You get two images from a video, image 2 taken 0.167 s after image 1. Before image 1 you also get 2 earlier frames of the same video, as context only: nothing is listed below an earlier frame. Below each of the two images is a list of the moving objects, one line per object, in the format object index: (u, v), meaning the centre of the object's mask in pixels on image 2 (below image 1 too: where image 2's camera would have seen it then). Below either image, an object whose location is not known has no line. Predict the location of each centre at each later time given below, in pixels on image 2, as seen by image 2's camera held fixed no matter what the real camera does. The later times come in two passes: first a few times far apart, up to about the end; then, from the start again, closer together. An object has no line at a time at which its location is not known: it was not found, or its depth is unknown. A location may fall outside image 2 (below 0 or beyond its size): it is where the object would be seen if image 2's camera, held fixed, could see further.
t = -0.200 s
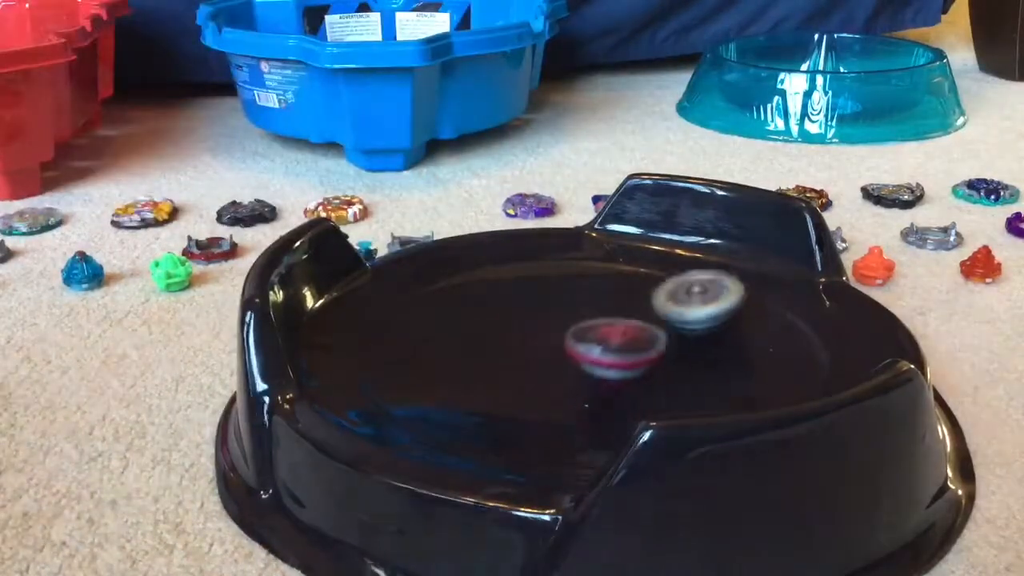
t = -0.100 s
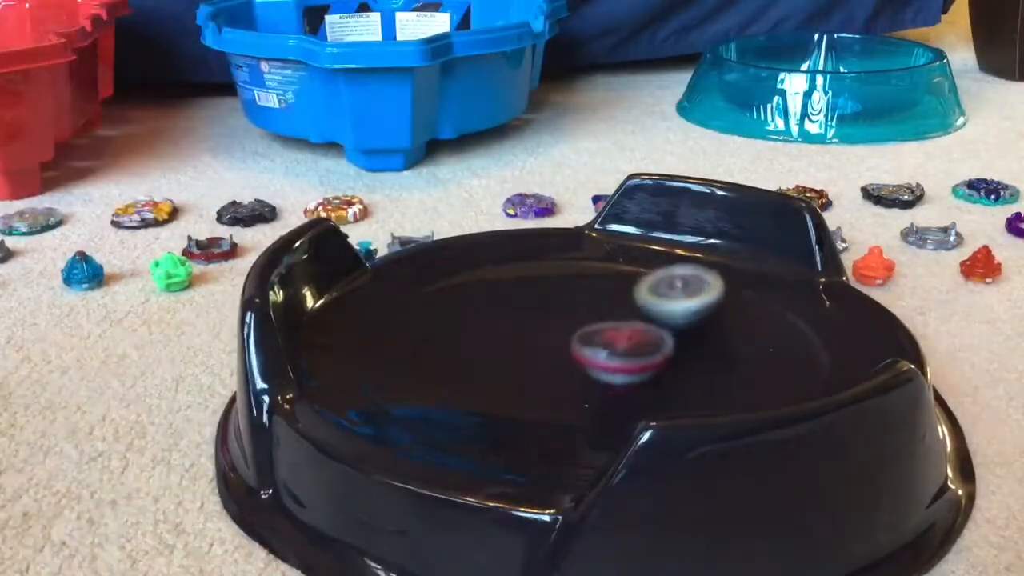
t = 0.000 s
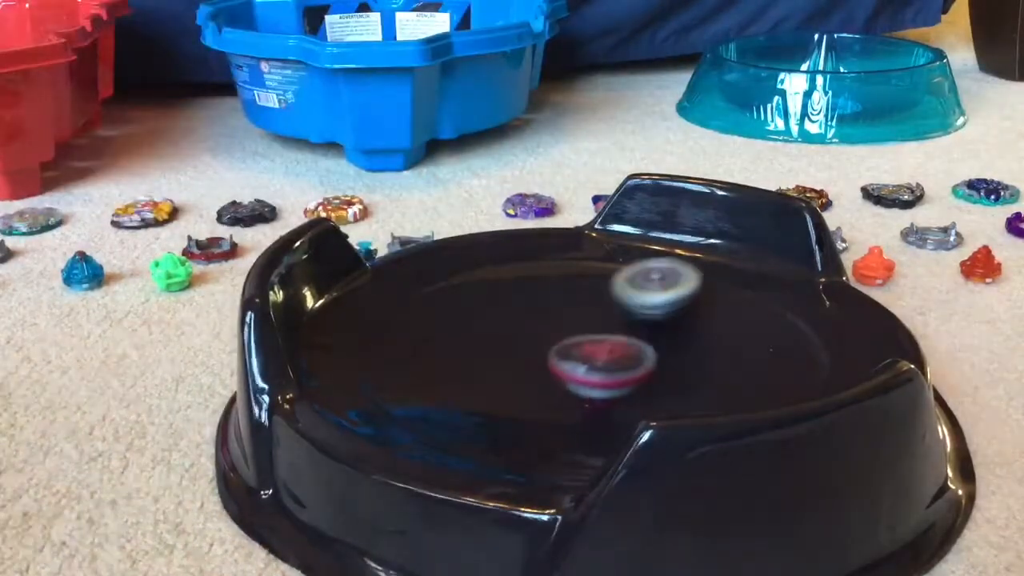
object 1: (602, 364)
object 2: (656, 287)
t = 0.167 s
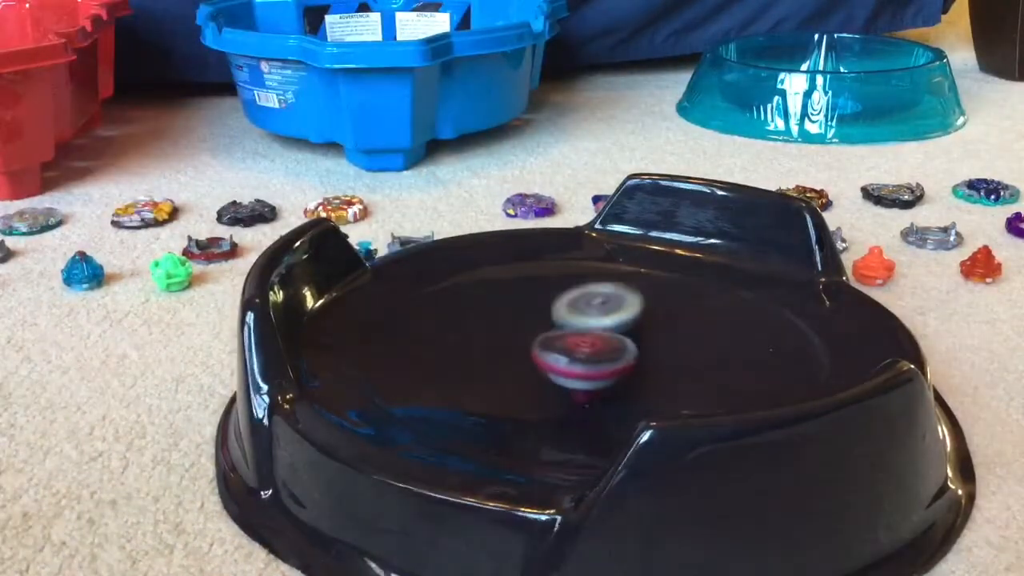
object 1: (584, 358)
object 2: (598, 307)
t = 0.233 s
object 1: (577, 362)
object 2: (587, 308)
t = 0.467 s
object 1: (573, 367)
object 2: (579, 317)
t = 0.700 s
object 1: (526, 372)
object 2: (597, 310)
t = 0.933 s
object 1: (549, 371)
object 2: (604, 294)
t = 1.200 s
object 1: (576, 366)
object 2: (578, 301)
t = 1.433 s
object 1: (651, 374)
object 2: (600, 322)
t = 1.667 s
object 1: (598, 371)
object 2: (658, 322)
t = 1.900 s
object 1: (608, 345)
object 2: (673, 300)
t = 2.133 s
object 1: (593, 354)
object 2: (649, 301)
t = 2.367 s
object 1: (567, 346)
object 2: (637, 311)
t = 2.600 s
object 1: (561, 340)
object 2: (646, 314)
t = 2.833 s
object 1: (535, 333)
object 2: (636, 322)
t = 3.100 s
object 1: (541, 343)
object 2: (650, 334)
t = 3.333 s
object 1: (541, 328)
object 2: (643, 340)
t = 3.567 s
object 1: (562, 325)
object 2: (659, 352)
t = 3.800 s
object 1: (597, 315)
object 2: (658, 358)
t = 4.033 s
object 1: (573, 326)
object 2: (638, 363)
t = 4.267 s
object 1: (601, 324)
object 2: (634, 371)
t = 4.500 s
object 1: (603, 318)
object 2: (620, 365)
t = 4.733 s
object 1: (577, 319)
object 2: (608, 374)
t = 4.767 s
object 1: (588, 319)
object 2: (608, 374)
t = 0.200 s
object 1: (580, 360)
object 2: (591, 307)
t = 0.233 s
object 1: (577, 362)
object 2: (587, 308)
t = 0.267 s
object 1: (577, 364)
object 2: (583, 309)
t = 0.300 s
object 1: (579, 363)
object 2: (580, 311)
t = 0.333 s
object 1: (581, 362)
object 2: (578, 313)
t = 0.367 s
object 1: (579, 364)
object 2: (577, 313)
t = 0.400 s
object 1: (577, 366)
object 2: (577, 314)
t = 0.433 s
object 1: (575, 366)
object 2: (578, 315)
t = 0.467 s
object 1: (573, 367)
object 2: (579, 317)
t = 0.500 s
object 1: (570, 368)
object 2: (581, 319)
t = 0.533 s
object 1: (566, 373)
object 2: (587, 317)
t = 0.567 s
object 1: (559, 377)
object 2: (594, 314)
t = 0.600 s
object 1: (549, 379)
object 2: (598, 311)
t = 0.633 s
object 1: (540, 379)
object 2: (600, 310)
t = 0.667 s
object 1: (531, 376)
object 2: (599, 310)
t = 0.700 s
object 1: (526, 372)
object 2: (597, 310)
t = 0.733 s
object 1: (524, 367)
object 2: (593, 312)
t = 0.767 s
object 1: (525, 361)
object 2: (590, 313)
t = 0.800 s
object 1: (532, 357)
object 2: (587, 313)
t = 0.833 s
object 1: (540, 355)
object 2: (587, 313)
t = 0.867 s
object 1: (543, 361)
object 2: (593, 306)
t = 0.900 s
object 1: (546, 366)
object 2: (599, 299)
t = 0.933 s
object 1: (549, 371)
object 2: (604, 294)
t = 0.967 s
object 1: (551, 373)
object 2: (606, 291)
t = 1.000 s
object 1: (553, 374)
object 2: (605, 290)
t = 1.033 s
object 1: (553, 372)
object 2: (601, 291)
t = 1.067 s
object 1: (553, 370)
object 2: (596, 291)
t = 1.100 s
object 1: (552, 369)
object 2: (591, 294)
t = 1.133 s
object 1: (556, 367)
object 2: (586, 295)
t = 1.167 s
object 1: (565, 367)
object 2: (581, 298)
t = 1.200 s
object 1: (576, 366)
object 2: (578, 301)
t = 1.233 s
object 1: (590, 366)
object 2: (576, 304)
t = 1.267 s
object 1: (605, 367)
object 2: (576, 308)
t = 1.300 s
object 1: (619, 368)
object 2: (576, 311)
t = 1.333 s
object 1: (632, 369)
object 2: (580, 314)
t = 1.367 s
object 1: (641, 370)
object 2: (585, 317)
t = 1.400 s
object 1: (648, 372)
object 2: (592, 320)
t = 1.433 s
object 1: (651, 374)
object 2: (600, 322)
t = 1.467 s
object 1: (649, 376)
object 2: (608, 324)
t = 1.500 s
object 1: (644, 377)
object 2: (616, 325)
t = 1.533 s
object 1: (635, 376)
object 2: (625, 325)
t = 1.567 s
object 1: (624, 376)
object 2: (634, 325)
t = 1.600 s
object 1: (615, 373)
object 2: (642, 324)
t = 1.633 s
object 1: (606, 373)
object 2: (651, 323)
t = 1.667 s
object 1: (598, 371)
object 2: (658, 322)
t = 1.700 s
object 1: (594, 368)
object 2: (662, 319)
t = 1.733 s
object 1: (592, 364)
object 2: (665, 316)
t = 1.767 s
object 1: (594, 358)
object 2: (666, 313)
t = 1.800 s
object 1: (600, 352)
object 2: (666, 311)
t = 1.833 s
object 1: (603, 347)
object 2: (669, 306)
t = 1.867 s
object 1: (605, 346)
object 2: (672, 302)
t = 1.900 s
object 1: (608, 345)
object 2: (673, 300)
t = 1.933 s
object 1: (608, 345)
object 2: (672, 298)
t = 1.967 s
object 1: (608, 344)
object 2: (668, 298)
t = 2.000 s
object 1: (606, 344)
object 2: (664, 298)
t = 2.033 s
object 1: (603, 344)
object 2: (659, 299)
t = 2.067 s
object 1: (601, 345)
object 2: (653, 300)
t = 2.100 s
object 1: (596, 350)
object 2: (650, 301)
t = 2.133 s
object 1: (593, 354)
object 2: (649, 301)
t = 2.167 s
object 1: (593, 357)
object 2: (646, 302)
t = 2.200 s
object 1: (592, 358)
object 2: (643, 303)
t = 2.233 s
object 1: (589, 357)
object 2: (640, 305)
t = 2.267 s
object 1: (585, 354)
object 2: (637, 307)
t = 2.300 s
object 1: (580, 350)
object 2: (636, 309)
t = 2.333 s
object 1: (573, 348)
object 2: (636, 310)
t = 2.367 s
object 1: (567, 346)
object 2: (637, 311)
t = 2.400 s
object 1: (560, 346)
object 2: (639, 311)
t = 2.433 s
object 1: (556, 345)
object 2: (640, 311)
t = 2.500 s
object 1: (559, 343)
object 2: (640, 313)
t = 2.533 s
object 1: (561, 343)
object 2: (641, 313)
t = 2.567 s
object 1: (561, 342)
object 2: (645, 313)
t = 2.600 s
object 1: (561, 340)
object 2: (646, 314)
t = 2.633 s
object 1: (559, 338)
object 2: (646, 314)
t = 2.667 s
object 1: (555, 336)
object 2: (646, 315)
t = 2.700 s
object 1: (549, 336)
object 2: (645, 316)
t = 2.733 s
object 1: (543, 335)
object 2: (643, 317)
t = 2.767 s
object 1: (539, 334)
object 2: (641, 318)
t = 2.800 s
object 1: (537, 334)
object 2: (638, 320)
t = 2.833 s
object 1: (535, 333)
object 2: (636, 322)
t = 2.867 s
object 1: (535, 333)
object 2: (633, 323)
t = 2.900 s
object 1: (533, 334)
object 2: (633, 325)
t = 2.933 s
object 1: (529, 334)
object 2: (635, 327)
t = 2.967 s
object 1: (530, 336)
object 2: (637, 329)
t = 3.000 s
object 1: (533, 339)
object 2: (637, 330)
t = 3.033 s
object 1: (539, 341)
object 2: (637, 332)
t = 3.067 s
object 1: (540, 343)
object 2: (644, 333)
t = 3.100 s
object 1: (541, 343)
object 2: (650, 334)
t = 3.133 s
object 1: (542, 342)
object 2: (653, 335)
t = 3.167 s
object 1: (541, 341)
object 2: (655, 336)
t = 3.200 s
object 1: (539, 339)
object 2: (654, 337)
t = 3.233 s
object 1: (539, 336)
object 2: (653, 338)
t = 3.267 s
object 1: (539, 333)
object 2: (650, 339)
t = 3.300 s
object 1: (540, 330)
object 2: (647, 340)
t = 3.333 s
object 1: (541, 328)
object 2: (643, 340)
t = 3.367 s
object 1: (541, 326)
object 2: (641, 341)
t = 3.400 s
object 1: (538, 324)
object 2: (644, 343)
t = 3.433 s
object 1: (537, 324)
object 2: (646, 344)
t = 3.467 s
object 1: (541, 325)
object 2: (646, 346)
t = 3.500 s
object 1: (550, 327)
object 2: (646, 347)
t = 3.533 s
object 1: (556, 326)
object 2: (653, 349)
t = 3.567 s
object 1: (562, 325)
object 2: (659, 352)
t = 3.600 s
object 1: (569, 324)
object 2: (661, 354)
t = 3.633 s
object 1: (577, 323)
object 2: (661, 354)
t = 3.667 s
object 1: (585, 322)
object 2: (659, 355)
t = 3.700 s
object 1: (590, 320)
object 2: (660, 357)
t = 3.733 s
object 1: (593, 317)
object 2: (660, 357)
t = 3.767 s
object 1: (596, 316)
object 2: (659, 358)
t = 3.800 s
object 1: (597, 315)
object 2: (658, 358)
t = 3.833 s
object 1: (597, 314)
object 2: (657, 359)
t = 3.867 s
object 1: (595, 314)
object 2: (655, 359)
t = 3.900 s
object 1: (591, 315)
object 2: (652, 359)
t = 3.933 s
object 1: (587, 317)
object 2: (649, 360)
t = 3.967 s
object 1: (582, 320)
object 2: (645, 360)
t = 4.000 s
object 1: (577, 323)
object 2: (640, 362)
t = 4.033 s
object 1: (573, 326)
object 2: (638, 363)
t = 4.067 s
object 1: (569, 328)
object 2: (637, 365)
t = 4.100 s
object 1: (568, 330)
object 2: (636, 367)
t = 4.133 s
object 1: (570, 331)
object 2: (635, 368)
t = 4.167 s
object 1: (575, 330)
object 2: (635, 370)
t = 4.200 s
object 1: (582, 329)
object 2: (635, 371)
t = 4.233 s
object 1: (592, 326)
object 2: (635, 372)
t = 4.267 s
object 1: (601, 324)
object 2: (634, 371)
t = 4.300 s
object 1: (610, 322)
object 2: (633, 371)
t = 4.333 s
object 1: (618, 320)
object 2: (631, 370)
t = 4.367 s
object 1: (622, 319)
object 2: (629, 369)
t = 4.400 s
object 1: (623, 318)
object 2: (628, 367)
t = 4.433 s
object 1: (620, 317)
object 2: (625, 366)
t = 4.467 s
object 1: (614, 317)
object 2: (623, 365)
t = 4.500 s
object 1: (603, 318)
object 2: (620, 365)
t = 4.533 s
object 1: (593, 318)
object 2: (618, 365)
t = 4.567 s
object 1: (584, 319)
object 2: (614, 365)
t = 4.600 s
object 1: (577, 320)
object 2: (611, 367)
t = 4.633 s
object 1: (571, 321)
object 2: (609, 370)
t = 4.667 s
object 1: (569, 320)
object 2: (609, 372)
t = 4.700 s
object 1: (571, 320)
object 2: (608, 374)
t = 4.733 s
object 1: (577, 319)
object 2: (608, 374)
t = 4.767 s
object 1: (588, 319)
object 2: (608, 374)
